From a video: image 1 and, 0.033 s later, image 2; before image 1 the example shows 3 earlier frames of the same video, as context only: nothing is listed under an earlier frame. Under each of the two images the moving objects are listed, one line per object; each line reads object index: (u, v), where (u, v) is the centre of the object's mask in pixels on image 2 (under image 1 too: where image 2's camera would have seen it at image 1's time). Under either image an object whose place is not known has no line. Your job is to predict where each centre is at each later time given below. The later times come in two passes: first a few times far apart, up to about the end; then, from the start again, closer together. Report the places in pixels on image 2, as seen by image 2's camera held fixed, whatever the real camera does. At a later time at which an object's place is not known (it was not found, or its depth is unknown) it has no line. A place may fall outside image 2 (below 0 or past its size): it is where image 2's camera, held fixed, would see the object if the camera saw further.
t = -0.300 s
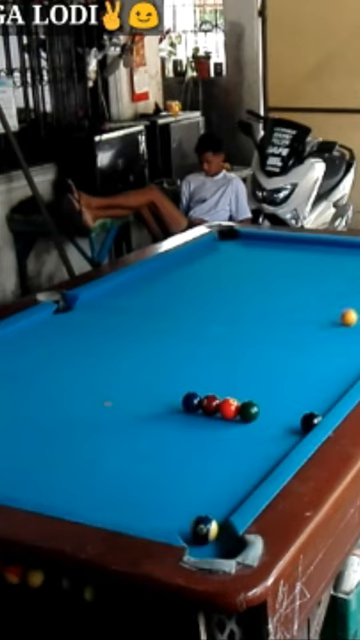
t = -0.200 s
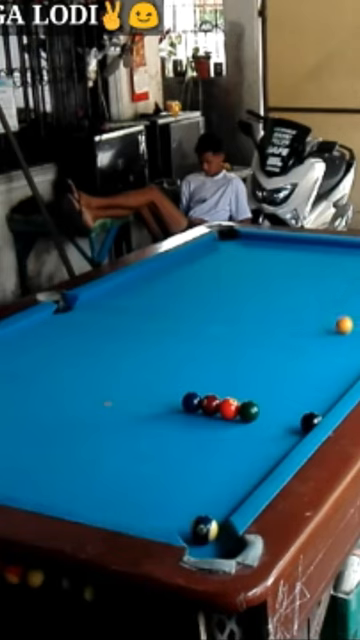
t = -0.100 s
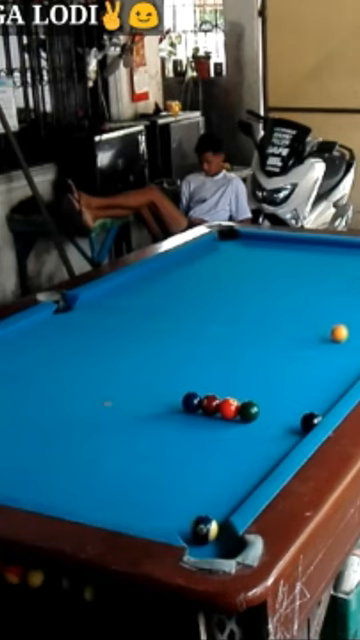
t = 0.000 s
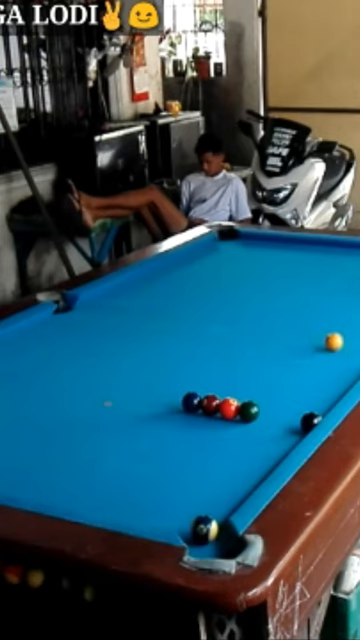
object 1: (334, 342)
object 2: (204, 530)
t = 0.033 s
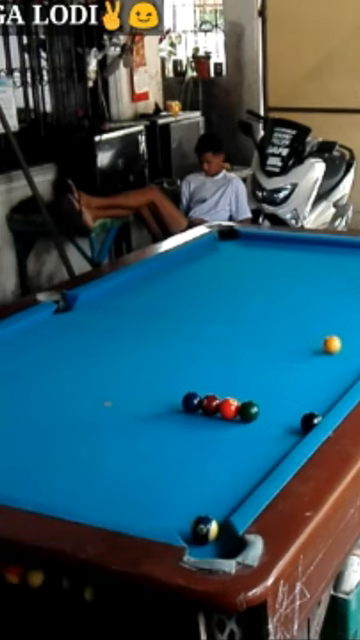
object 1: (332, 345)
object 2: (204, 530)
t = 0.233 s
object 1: (320, 363)
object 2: (204, 530)
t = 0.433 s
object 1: (308, 383)
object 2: (204, 530)
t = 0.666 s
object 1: (291, 409)
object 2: (204, 530)
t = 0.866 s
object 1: (275, 433)
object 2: (204, 530)
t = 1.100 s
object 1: (254, 464)
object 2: (204, 530)
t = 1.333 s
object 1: (230, 498)
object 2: (204, 530)
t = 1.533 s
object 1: (217, 517)
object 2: (194, 540)
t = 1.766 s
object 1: (211, 521)
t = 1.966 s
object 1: (205, 523)
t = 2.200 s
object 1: (199, 524)
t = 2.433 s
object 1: (194, 526)
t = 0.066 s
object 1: (330, 348)
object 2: (204, 530)
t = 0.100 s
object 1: (328, 350)
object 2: (204, 530)
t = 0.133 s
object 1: (326, 354)
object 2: (204, 530)
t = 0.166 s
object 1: (324, 357)
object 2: (204, 530)
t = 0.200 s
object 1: (322, 360)
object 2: (204, 530)
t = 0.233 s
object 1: (320, 363)
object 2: (204, 530)
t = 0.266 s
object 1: (318, 366)
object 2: (204, 530)
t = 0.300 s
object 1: (316, 370)
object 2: (204, 530)
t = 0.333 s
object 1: (314, 373)
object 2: (204, 530)
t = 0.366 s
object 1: (312, 376)
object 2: (204, 530)
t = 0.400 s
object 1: (310, 380)
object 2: (204, 530)
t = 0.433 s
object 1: (308, 383)
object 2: (204, 530)
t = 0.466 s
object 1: (306, 387)
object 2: (204, 530)
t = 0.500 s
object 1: (303, 390)
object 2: (204, 530)
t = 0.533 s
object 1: (301, 394)
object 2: (204, 530)
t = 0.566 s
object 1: (298, 398)
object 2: (204, 530)
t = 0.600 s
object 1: (296, 401)
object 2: (204, 530)
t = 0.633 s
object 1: (293, 405)
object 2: (204, 530)
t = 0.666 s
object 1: (291, 409)
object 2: (204, 530)
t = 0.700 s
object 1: (289, 413)
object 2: (204, 530)
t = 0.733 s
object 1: (286, 417)
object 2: (204, 530)
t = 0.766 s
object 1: (283, 421)
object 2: (204, 530)
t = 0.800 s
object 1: (281, 424)
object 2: (204, 530)
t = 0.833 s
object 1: (278, 429)
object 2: (204, 530)
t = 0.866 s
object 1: (275, 433)
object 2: (204, 530)
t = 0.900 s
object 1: (272, 437)
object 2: (204, 530)
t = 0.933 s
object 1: (269, 442)
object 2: (204, 530)
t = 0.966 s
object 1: (266, 446)
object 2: (204, 530)
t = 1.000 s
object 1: (263, 451)
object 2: (204, 530)
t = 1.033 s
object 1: (260, 455)
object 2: (204, 530)
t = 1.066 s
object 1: (257, 460)
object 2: (204, 530)
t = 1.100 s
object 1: (254, 464)
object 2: (204, 530)
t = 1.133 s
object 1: (251, 469)
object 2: (204, 530)
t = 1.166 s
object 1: (248, 474)
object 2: (204, 530)
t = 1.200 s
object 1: (244, 479)
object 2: (204, 530)
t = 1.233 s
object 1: (241, 484)
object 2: (204, 530)
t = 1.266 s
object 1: (237, 489)
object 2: (204, 530)
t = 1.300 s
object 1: (234, 493)
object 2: (204, 530)
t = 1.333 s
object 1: (230, 498)
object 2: (204, 530)
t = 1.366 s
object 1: (226, 503)
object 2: (204, 529)
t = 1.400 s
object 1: (223, 508)
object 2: (204, 529)
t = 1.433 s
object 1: (220, 512)
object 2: (204, 530)
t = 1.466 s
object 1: (219, 514)
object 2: (199, 534)
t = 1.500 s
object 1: (219, 516)
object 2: (196, 537)
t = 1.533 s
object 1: (217, 517)
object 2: (194, 540)
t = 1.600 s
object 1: (217, 518)
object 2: (196, 541)
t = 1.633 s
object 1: (215, 518)
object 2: (198, 542)
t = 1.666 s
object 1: (214, 518)
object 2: (200, 544)
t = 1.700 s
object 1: (213, 519)
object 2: (205, 547)
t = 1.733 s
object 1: (212, 520)
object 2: (210, 551)
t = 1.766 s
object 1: (211, 521)
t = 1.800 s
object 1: (210, 521)
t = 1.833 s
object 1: (209, 521)
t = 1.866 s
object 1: (208, 522)
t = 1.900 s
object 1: (206, 522)
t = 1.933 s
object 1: (205, 522)
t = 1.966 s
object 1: (205, 523)
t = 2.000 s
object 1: (204, 523)
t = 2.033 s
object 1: (203, 524)
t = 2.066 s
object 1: (202, 524)
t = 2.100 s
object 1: (201, 523)
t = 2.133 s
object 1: (200, 524)
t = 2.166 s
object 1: (200, 524)
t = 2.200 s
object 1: (199, 524)
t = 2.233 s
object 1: (197, 525)
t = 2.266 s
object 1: (197, 525)
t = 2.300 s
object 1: (196, 525)
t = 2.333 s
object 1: (195, 525)
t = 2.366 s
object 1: (195, 525)
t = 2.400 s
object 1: (194, 525)
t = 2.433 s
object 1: (194, 526)
